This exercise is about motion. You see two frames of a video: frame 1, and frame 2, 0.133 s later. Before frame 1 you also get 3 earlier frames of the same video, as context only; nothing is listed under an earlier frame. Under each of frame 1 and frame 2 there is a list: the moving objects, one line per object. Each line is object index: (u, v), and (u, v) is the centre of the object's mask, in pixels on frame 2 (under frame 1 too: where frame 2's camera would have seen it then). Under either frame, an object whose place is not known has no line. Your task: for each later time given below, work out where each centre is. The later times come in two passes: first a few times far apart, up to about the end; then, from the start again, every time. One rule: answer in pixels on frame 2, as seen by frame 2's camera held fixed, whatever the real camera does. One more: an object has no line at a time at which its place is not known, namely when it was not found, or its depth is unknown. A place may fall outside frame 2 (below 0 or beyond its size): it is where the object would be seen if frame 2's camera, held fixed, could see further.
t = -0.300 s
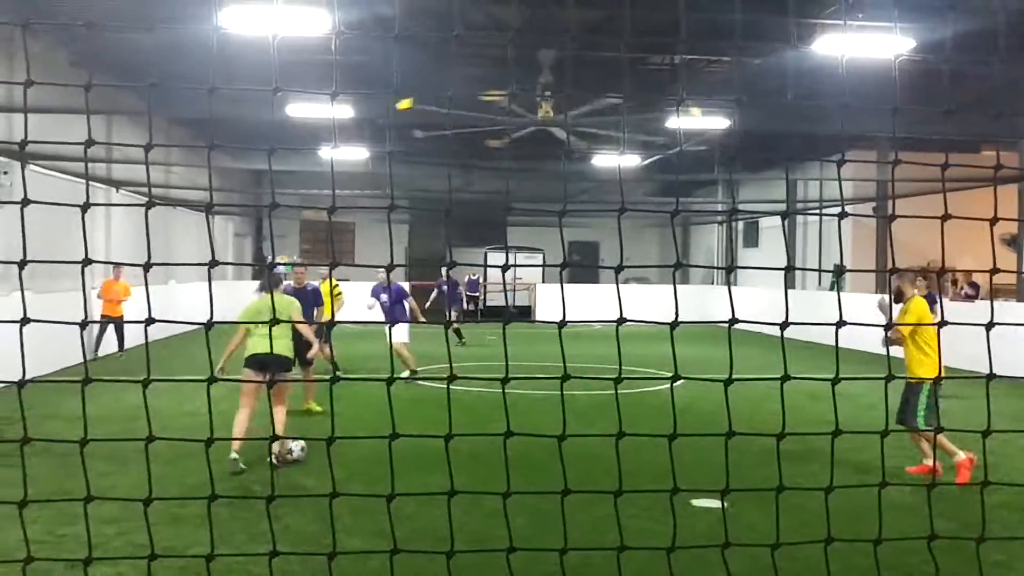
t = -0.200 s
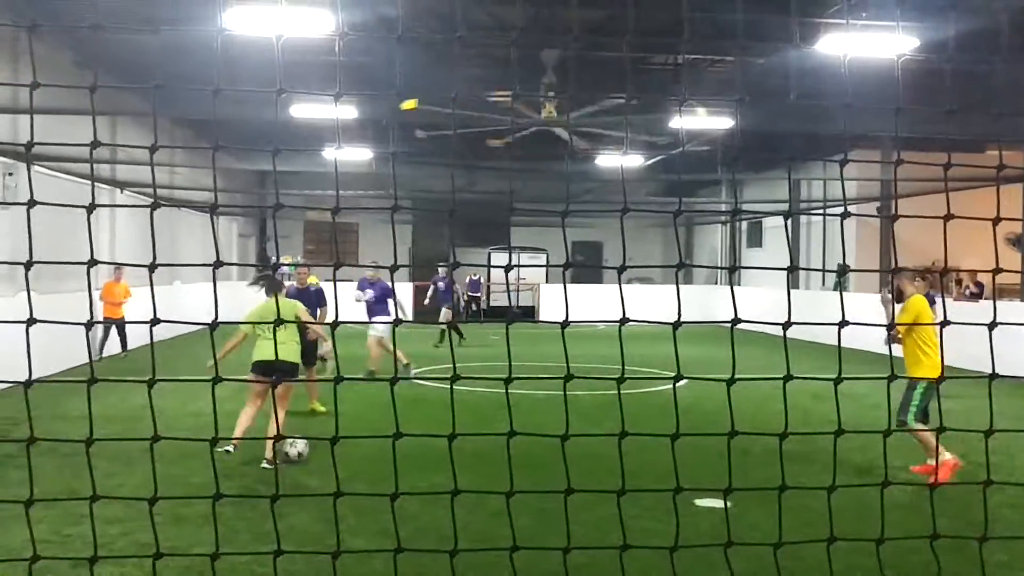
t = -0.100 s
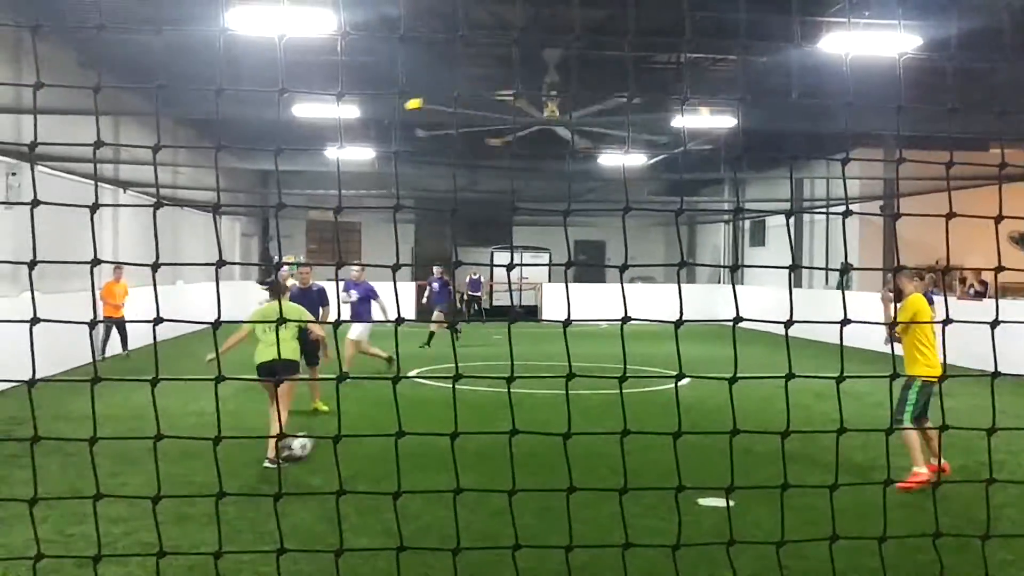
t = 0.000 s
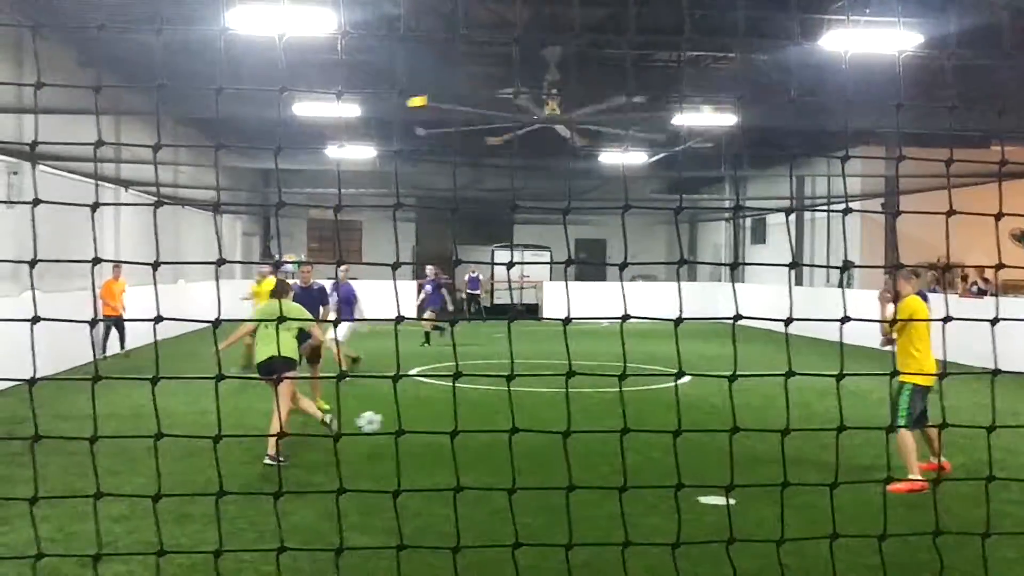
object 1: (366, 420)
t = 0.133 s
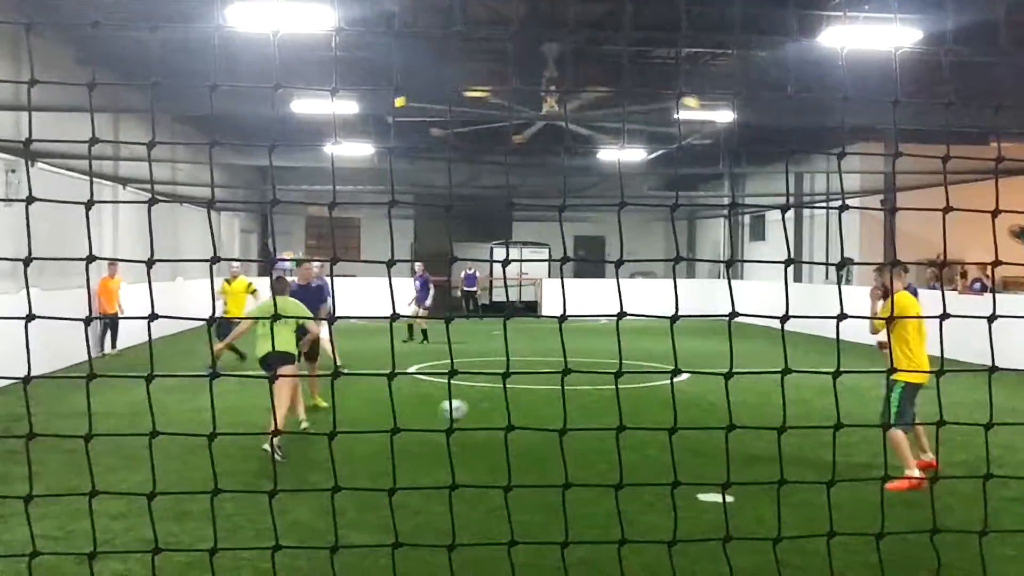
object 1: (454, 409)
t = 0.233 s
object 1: (516, 415)
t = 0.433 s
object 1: (598, 405)
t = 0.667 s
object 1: (670, 414)
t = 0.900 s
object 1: (717, 408)
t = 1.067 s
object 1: (750, 404)
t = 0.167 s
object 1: (475, 410)
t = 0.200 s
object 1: (494, 413)
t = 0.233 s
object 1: (516, 415)
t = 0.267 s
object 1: (534, 418)
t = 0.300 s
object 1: (551, 421)
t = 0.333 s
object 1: (565, 418)
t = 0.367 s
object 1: (576, 412)
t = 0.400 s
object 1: (587, 407)
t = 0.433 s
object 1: (598, 405)
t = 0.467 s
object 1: (609, 403)
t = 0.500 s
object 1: (621, 403)
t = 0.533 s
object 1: (629, 402)
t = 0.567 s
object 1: (640, 405)
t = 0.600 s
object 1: (650, 407)
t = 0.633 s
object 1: (660, 410)
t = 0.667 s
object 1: (670, 414)
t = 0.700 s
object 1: (677, 410)
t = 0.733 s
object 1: (684, 407)
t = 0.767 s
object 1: (690, 406)
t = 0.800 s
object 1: (698, 404)
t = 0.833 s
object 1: (704, 406)
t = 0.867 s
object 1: (710, 406)
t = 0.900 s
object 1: (717, 408)
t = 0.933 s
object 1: (727, 408)
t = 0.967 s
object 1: (730, 406)
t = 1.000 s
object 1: (737, 405)
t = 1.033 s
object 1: (743, 404)
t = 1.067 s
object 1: (750, 404)
